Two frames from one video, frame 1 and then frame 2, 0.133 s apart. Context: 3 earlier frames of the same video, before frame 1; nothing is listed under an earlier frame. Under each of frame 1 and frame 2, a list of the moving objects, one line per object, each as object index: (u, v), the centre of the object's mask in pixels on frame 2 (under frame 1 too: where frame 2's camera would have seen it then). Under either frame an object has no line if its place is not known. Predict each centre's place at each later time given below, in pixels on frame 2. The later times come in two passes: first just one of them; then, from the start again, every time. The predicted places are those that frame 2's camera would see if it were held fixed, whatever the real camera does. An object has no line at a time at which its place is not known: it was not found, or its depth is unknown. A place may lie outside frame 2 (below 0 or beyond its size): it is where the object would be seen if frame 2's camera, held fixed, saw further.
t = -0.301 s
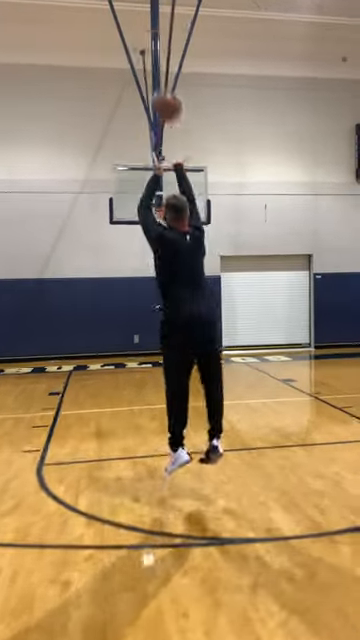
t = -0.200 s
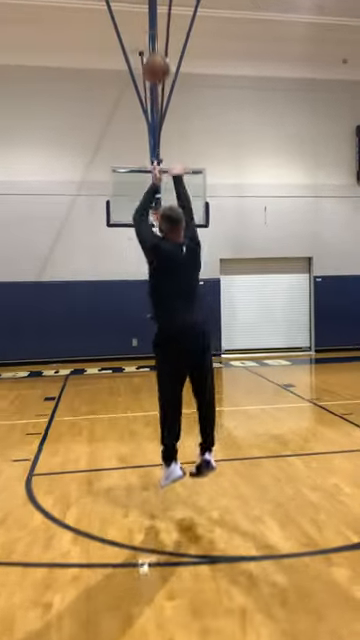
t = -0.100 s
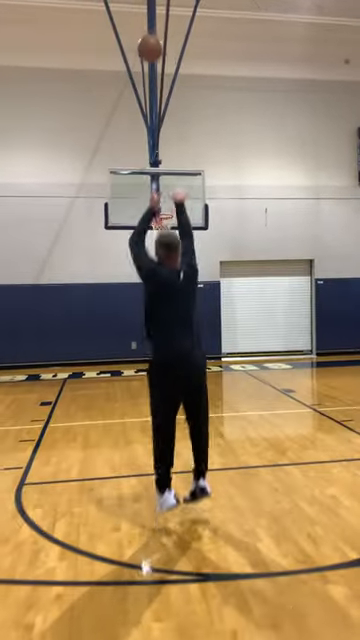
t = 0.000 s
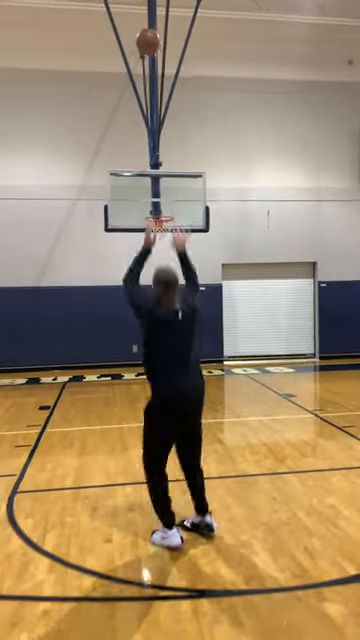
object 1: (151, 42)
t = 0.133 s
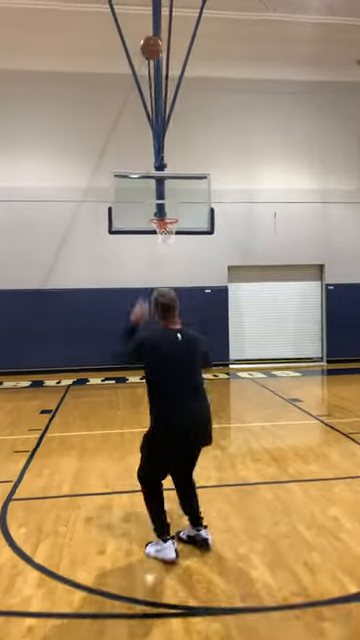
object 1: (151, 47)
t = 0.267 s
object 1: (149, 66)
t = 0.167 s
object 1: (151, 51)
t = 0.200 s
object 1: (151, 55)
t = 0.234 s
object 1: (150, 60)
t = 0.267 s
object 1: (149, 66)
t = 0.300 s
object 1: (150, 72)
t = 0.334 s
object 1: (152, 79)
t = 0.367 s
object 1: (153, 88)
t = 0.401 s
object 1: (153, 94)
